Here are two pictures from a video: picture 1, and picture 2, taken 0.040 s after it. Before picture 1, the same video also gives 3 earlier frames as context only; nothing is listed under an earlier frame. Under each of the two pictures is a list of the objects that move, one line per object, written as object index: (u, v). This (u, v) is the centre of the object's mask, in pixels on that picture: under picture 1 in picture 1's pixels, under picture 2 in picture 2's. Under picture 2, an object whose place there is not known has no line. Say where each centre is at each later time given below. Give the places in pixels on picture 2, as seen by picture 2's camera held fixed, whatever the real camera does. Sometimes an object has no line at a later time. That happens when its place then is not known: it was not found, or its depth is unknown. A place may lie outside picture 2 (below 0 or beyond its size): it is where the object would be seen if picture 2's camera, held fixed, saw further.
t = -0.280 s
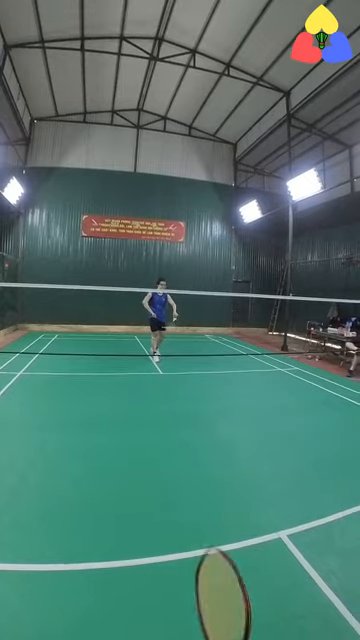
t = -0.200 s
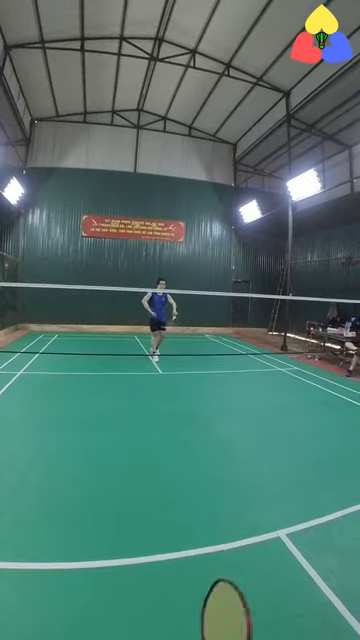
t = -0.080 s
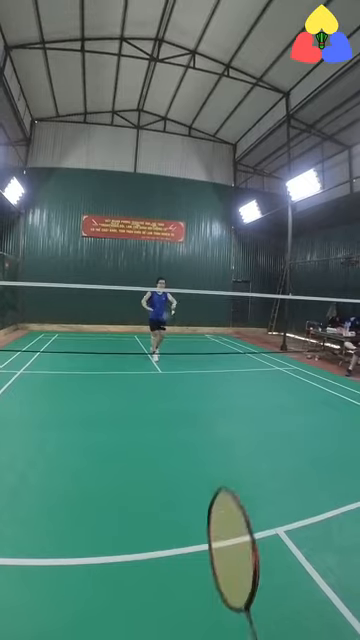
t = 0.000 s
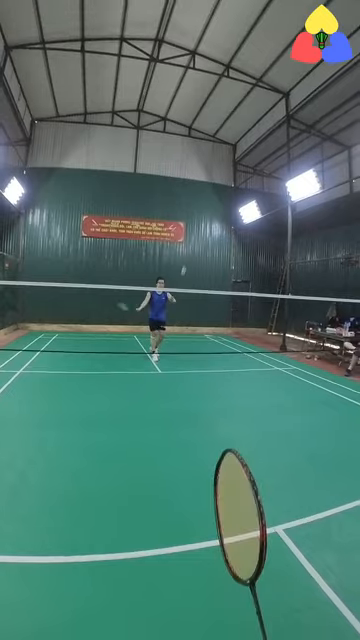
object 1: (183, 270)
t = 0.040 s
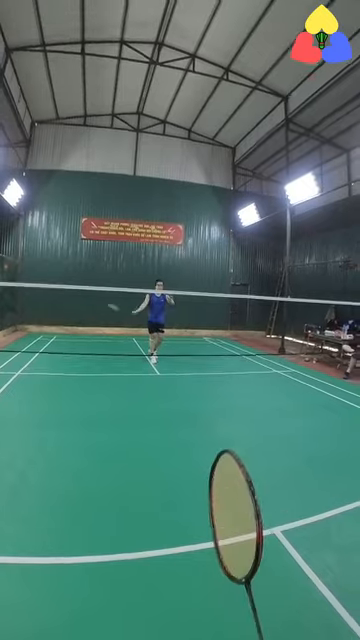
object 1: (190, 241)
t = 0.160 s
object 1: (224, 137)
